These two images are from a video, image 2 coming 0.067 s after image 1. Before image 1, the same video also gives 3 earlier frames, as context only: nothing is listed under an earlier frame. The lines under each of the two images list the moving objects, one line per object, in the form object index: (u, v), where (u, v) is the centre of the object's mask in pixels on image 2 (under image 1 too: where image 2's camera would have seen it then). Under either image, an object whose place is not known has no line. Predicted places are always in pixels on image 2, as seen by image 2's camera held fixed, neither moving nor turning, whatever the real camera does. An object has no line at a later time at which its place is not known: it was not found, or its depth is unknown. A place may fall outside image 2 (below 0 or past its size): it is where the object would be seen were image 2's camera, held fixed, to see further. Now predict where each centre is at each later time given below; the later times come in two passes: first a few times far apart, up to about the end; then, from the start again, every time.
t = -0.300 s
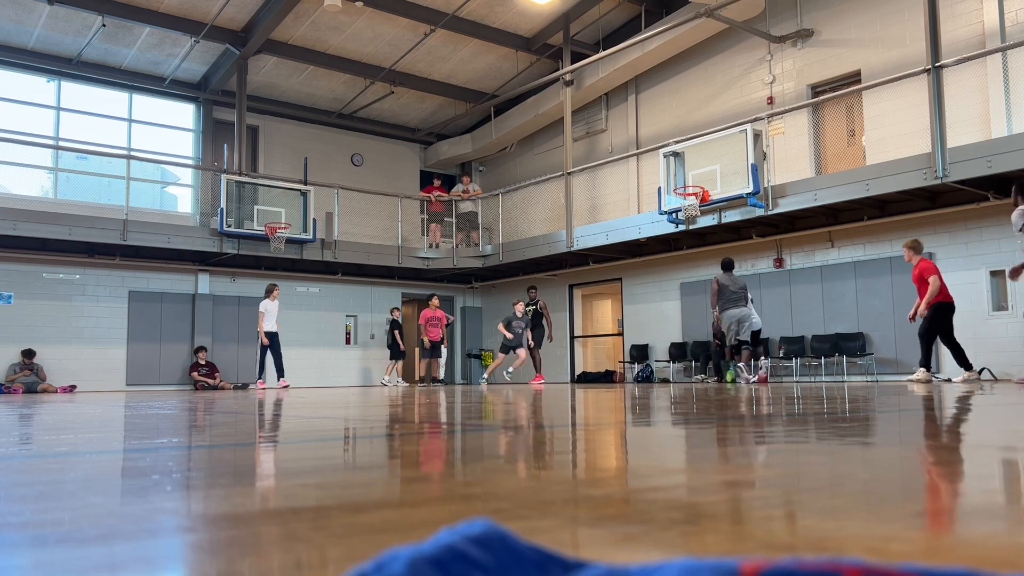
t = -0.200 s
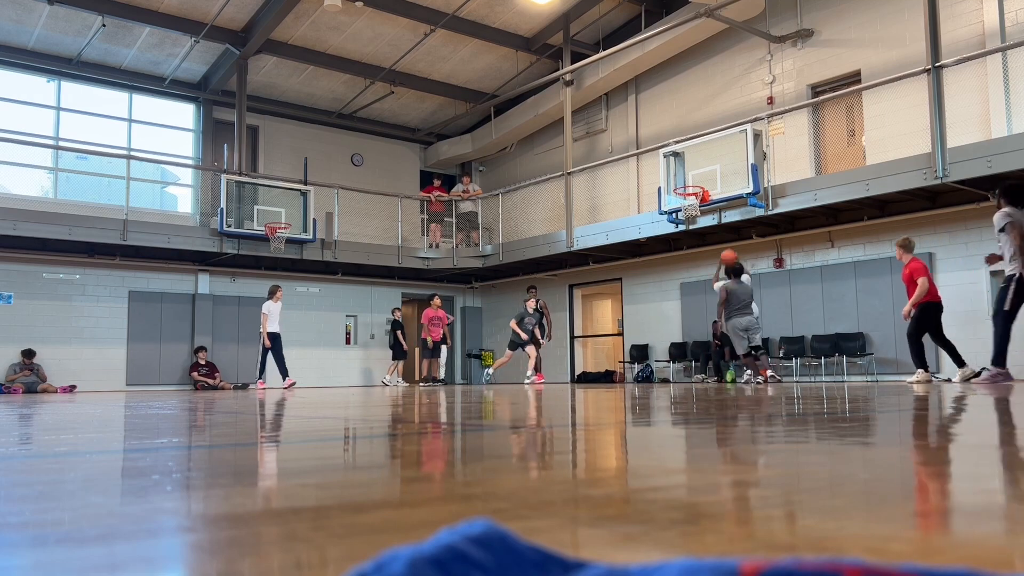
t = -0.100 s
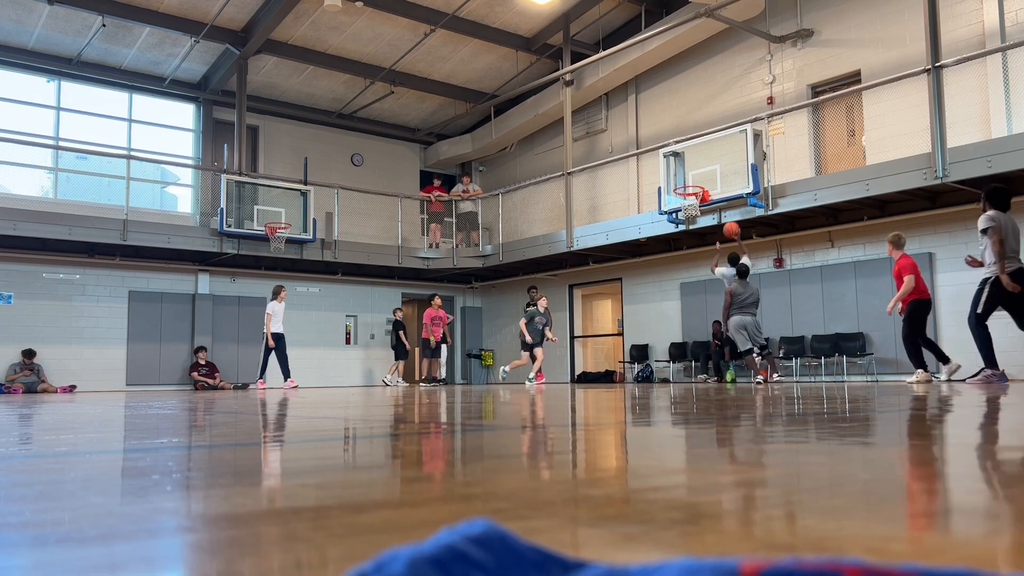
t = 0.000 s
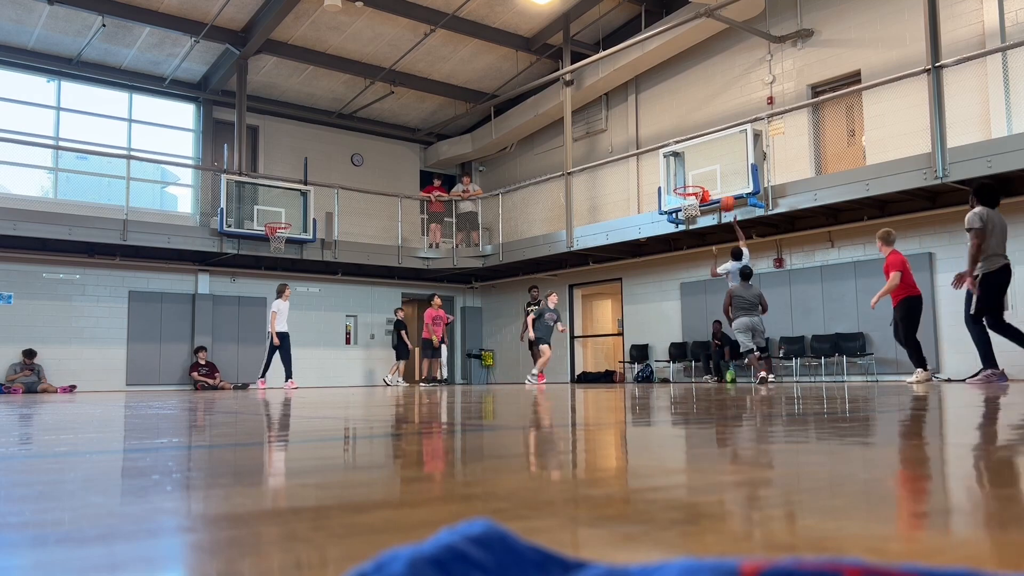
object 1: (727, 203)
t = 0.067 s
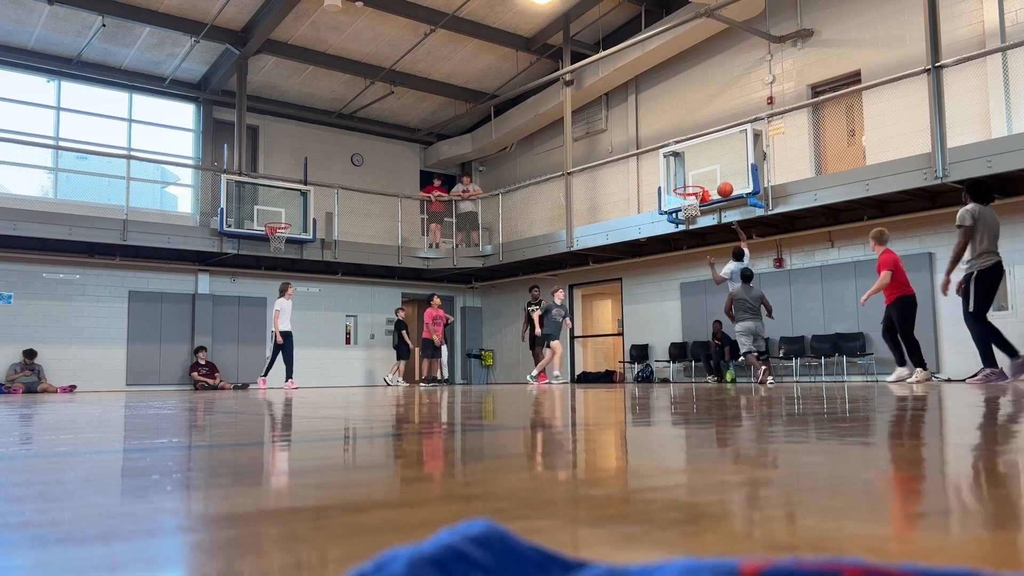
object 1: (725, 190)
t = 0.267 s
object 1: (718, 167)
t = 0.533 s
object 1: (693, 177)
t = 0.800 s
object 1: (689, 213)
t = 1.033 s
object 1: (694, 232)
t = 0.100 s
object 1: (724, 184)
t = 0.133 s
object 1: (723, 179)
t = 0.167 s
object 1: (721, 175)
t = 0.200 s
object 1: (720, 171)
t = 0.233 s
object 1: (719, 168)
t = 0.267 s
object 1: (718, 167)
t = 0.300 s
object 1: (715, 165)
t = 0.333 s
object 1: (711, 165)
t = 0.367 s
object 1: (708, 165)
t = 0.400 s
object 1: (705, 166)
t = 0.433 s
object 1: (702, 168)
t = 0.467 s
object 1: (699, 170)
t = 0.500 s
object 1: (696, 173)
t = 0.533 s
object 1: (693, 177)
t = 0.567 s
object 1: (690, 181)
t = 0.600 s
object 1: (687, 186)
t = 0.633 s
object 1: (688, 190)
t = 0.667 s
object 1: (688, 194)
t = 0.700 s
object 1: (688, 199)
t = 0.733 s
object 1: (688, 201)
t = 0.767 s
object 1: (688, 203)
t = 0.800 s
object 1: (689, 213)
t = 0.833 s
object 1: (689, 213)
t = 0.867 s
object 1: (689, 214)
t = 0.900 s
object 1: (690, 216)
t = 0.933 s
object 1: (691, 219)
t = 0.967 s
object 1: (692, 223)
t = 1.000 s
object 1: (693, 227)
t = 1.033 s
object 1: (694, 232)
